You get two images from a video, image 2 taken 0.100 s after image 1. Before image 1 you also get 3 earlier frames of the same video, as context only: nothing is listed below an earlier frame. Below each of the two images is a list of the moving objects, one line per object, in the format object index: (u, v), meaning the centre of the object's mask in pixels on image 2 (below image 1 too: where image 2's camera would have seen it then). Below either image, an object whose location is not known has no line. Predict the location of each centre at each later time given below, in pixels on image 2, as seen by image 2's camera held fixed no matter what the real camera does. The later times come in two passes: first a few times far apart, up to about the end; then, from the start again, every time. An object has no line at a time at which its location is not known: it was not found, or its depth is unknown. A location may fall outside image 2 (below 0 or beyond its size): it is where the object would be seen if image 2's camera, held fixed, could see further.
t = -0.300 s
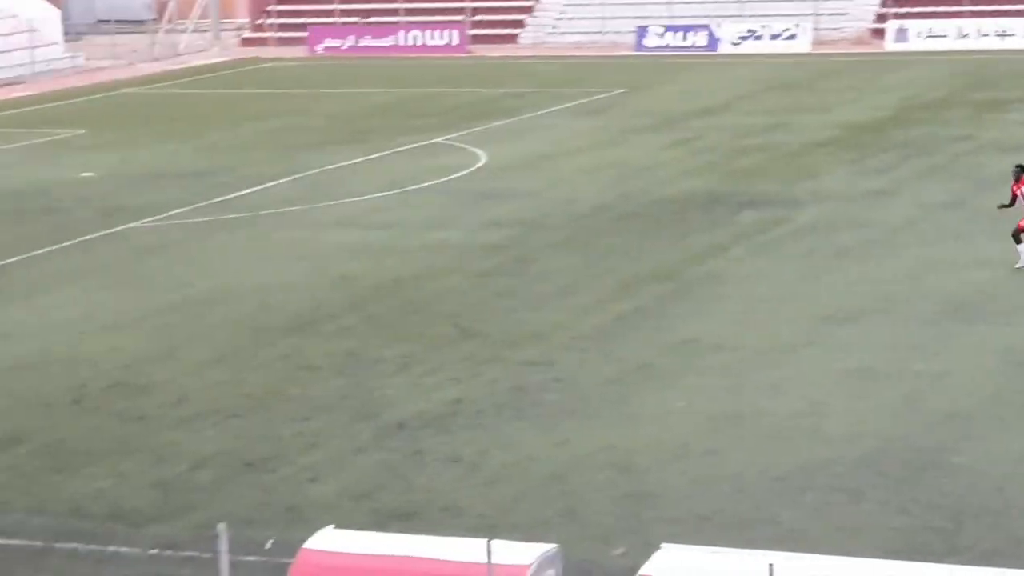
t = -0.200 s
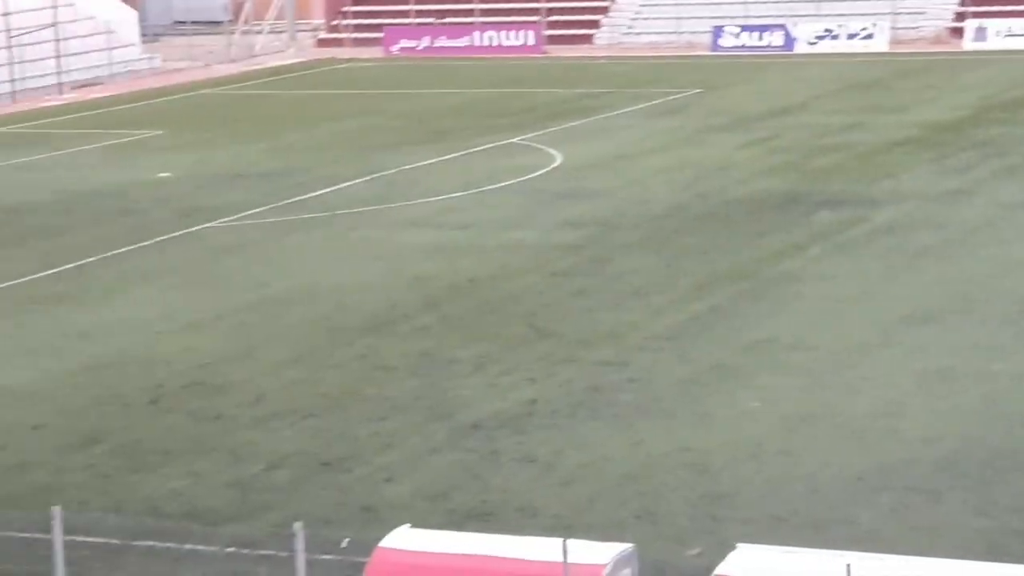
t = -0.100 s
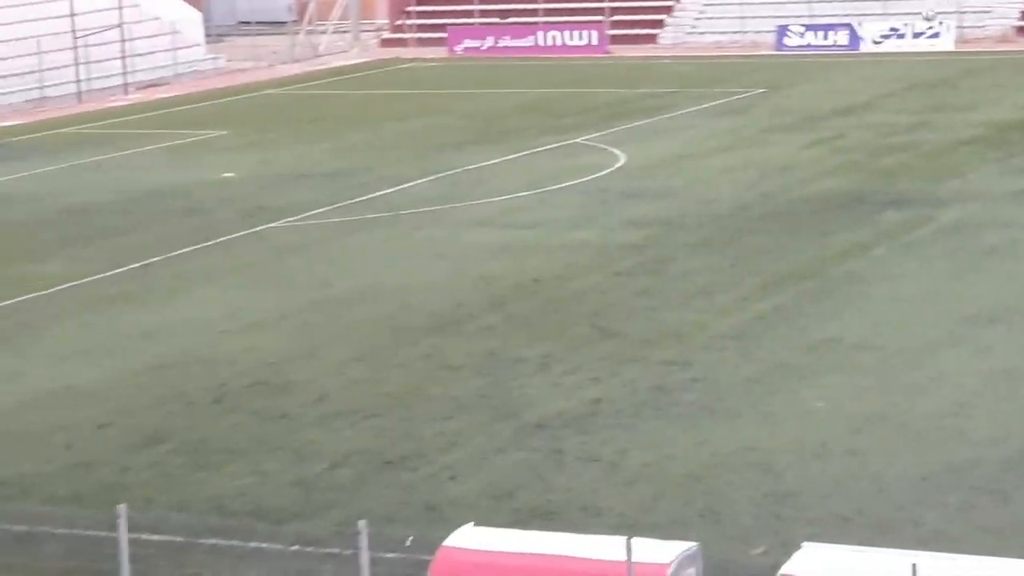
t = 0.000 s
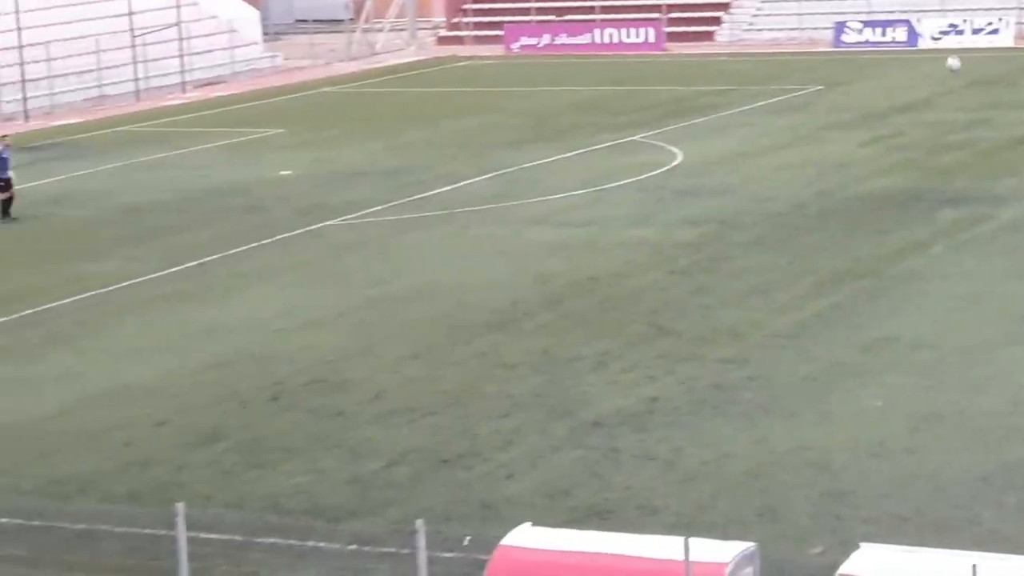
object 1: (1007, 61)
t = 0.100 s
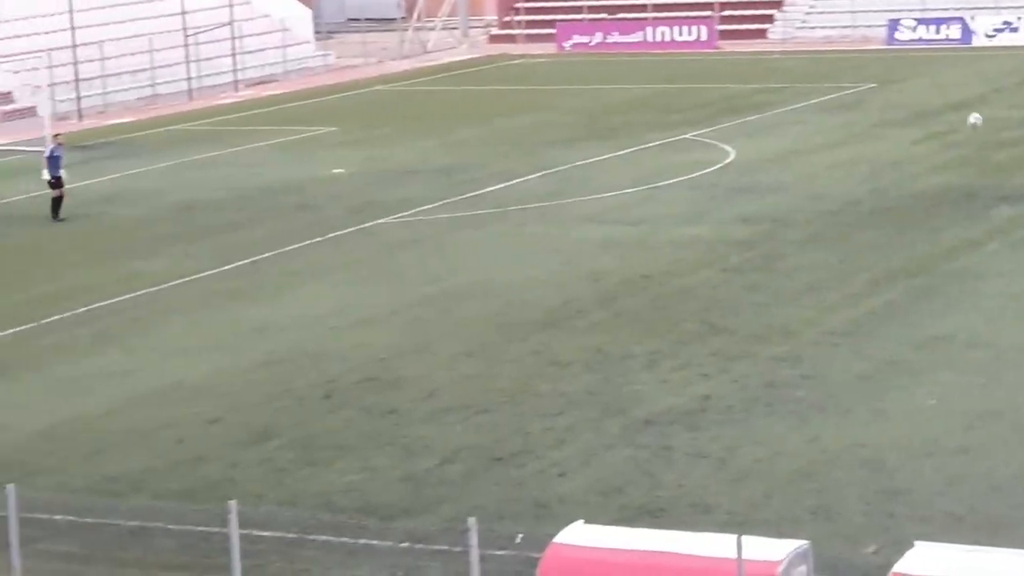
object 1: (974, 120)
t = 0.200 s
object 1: (943, 183)
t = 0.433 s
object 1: (873, 280)
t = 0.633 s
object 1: (802, 190)
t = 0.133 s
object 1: (964, 140)
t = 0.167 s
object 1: (953, 161)
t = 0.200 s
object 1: (943, 183)
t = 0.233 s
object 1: (933, 205)
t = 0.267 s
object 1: (923, 227)
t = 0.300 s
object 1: (914, 250)
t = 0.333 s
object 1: (905, 273)
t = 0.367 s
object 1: (896, 297)
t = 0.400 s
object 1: (885, 298)
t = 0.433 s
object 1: (873, 280)
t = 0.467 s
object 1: (861, 262)
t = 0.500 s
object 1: (849, 246)
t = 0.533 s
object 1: (838, 231)
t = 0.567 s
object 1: (826, 217)
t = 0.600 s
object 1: (814, 202)
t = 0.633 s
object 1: (802, 190)
